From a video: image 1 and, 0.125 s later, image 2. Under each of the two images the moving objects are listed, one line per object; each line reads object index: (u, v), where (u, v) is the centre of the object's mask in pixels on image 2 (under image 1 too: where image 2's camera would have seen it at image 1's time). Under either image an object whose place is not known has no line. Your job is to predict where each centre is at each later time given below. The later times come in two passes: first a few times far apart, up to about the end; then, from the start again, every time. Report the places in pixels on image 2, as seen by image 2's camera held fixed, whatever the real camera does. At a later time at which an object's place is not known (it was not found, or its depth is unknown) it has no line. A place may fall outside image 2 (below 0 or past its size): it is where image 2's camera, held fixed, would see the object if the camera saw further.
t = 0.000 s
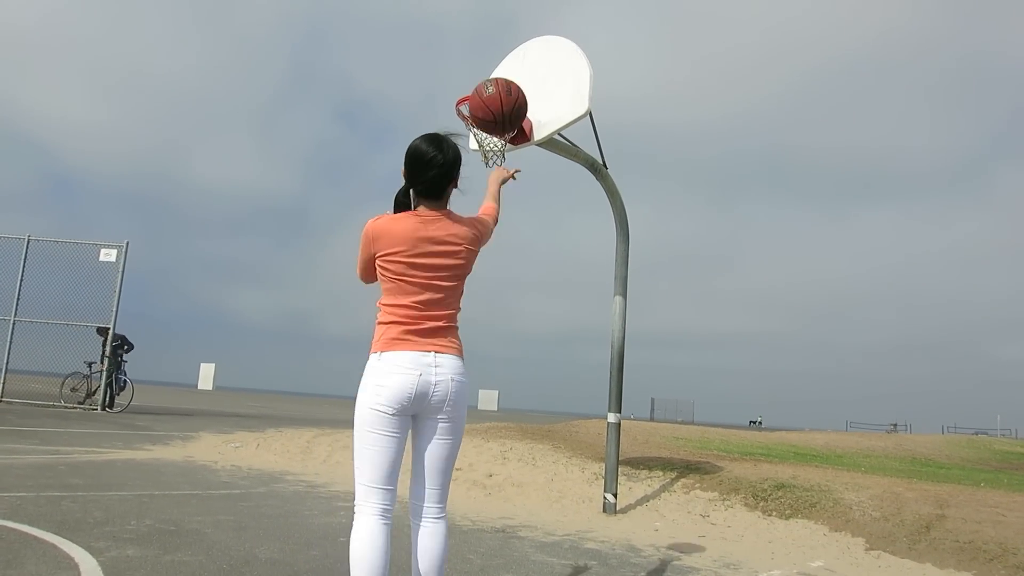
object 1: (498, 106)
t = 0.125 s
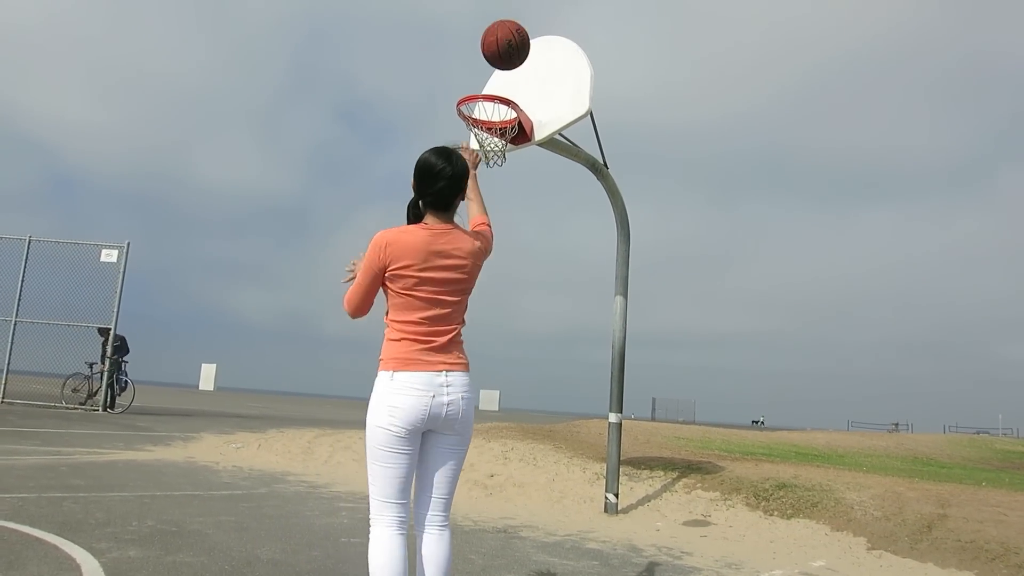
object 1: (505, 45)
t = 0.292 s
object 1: (510, 25)
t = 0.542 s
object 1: (513, 71)
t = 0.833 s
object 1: (460, 91)
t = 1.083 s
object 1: (403, 84)
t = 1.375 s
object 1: (319, 179)
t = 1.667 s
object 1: (217, 425)
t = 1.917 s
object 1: (172, 344)
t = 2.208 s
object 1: (132, 192)
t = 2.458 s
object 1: (82, 164)
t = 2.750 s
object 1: (10, 262)
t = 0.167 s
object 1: (507, 35)
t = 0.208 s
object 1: (508, 28)
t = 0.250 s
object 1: (509, 25)
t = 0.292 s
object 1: (510, 25)
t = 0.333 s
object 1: (510, 27)
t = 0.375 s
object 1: (511, 32)
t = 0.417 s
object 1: (512, 39)
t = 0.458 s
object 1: (512, 48)
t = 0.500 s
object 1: (513, 59)
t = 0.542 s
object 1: (513, 71)
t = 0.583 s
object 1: (513, 84)
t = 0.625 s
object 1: (513, 97)
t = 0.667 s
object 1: (505, 103)
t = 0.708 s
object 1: (496, 102)
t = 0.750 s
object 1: (484, 93)
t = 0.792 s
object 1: (473, 93)
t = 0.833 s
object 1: (460, 91)
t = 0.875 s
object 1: (452, 88)
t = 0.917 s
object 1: (444, 83)
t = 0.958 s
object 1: (434, 80)
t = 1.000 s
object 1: (424, 79)
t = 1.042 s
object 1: (414, 80)
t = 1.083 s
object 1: (403, 84)
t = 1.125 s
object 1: (392, 90)
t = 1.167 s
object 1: (381, 99)
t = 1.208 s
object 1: (369, 110)
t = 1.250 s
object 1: (358, 123)
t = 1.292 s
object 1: (345, 139)
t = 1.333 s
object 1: (333, 157)
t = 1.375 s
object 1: (319, 179)
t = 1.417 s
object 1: (306, 204)
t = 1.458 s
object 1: (292, 232)
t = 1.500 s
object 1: (278, 264)
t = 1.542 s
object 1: (263, 299)
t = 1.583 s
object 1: (249, 337)
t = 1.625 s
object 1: (233, 380)
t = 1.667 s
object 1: (217, 425)
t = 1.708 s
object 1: (200, 477)
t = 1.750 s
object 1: (190, 485)
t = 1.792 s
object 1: (185, 446)
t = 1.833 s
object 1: (181, 409)
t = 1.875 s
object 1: (177, 375)
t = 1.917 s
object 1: (172, 344)
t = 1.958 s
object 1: (168, 314)
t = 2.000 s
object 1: (162, 288)
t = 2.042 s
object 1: (157, 264)
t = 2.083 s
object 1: (152, 242)
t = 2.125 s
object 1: (145, 223)
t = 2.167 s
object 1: (139, 207)
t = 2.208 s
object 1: (132, 192)
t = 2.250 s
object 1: (124, 181)
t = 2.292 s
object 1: (116, 172)
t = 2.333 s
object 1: (109, 166)
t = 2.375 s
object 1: (100, 163)
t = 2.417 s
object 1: (92, 161)
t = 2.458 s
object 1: (82, 164)
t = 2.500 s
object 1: (73, 168)
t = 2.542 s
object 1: (63, 176)
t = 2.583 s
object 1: (52, 187)
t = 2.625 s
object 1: (41, 200)
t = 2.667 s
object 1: (29, 217)
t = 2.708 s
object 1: (17, 238)
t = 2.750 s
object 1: (10, 262)
